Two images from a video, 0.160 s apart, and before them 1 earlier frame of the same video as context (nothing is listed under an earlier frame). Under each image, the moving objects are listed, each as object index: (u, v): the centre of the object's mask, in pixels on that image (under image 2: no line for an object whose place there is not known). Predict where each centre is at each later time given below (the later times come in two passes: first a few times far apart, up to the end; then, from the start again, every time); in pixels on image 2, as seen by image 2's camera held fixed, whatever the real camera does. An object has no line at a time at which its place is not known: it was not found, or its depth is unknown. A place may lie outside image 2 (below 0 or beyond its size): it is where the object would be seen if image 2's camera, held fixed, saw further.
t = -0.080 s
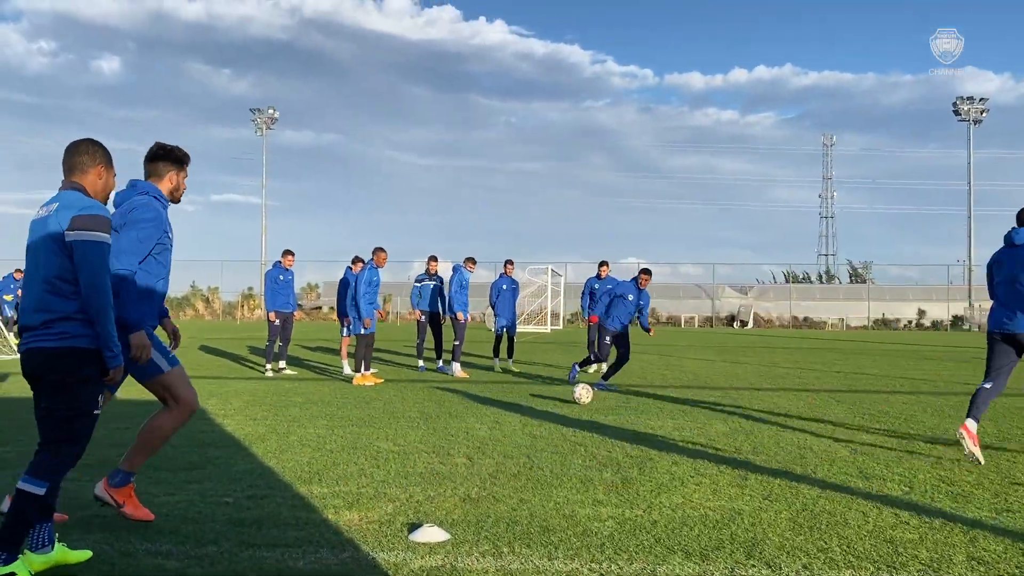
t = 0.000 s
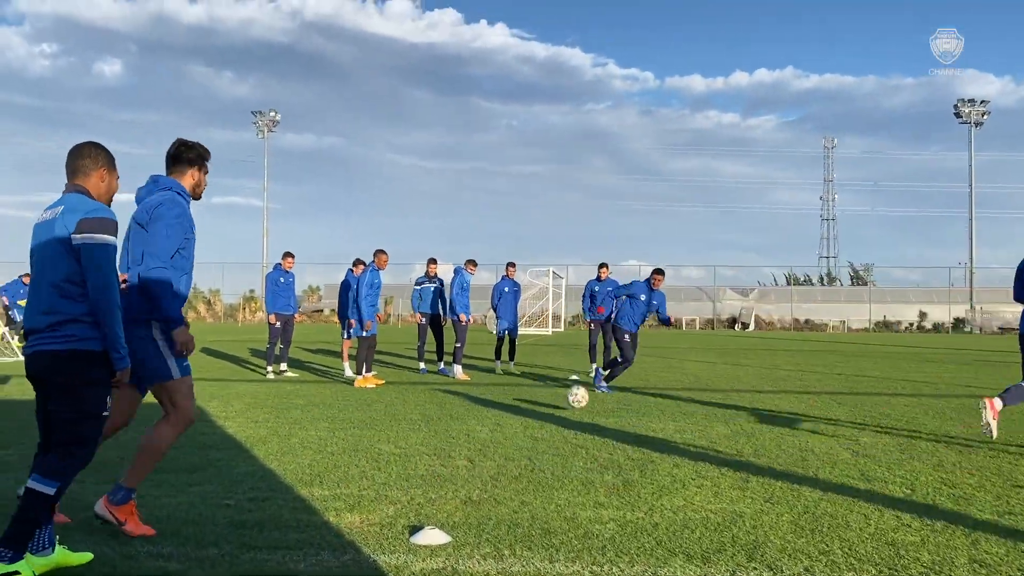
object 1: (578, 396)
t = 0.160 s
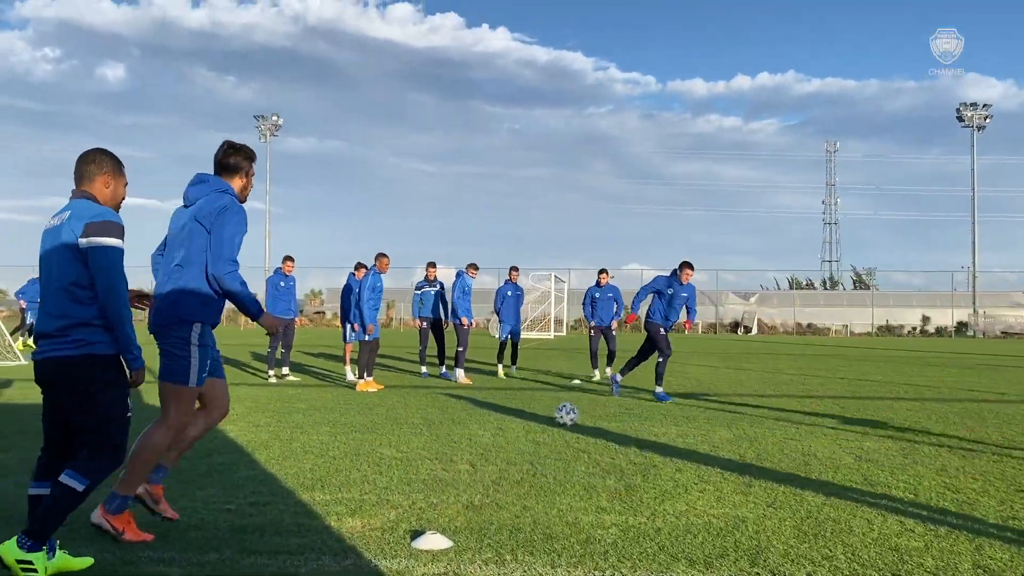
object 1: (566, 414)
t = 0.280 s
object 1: (555, 418)
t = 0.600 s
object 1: (517, 441)
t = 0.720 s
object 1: (499, 450)
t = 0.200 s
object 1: (561, 415)
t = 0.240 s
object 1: (559, 416)
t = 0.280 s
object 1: (555, 418)
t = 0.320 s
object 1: (550, 424)
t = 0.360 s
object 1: (546, 425)
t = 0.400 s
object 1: (541, 426)
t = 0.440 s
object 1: (538, 429)
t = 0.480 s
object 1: (533, 432)
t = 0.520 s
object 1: (527, 436)
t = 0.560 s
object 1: (523, 437)
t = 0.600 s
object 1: (517, 441)
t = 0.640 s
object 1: (512, 444)
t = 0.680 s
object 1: (507, 446)
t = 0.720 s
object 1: (499, 450)
